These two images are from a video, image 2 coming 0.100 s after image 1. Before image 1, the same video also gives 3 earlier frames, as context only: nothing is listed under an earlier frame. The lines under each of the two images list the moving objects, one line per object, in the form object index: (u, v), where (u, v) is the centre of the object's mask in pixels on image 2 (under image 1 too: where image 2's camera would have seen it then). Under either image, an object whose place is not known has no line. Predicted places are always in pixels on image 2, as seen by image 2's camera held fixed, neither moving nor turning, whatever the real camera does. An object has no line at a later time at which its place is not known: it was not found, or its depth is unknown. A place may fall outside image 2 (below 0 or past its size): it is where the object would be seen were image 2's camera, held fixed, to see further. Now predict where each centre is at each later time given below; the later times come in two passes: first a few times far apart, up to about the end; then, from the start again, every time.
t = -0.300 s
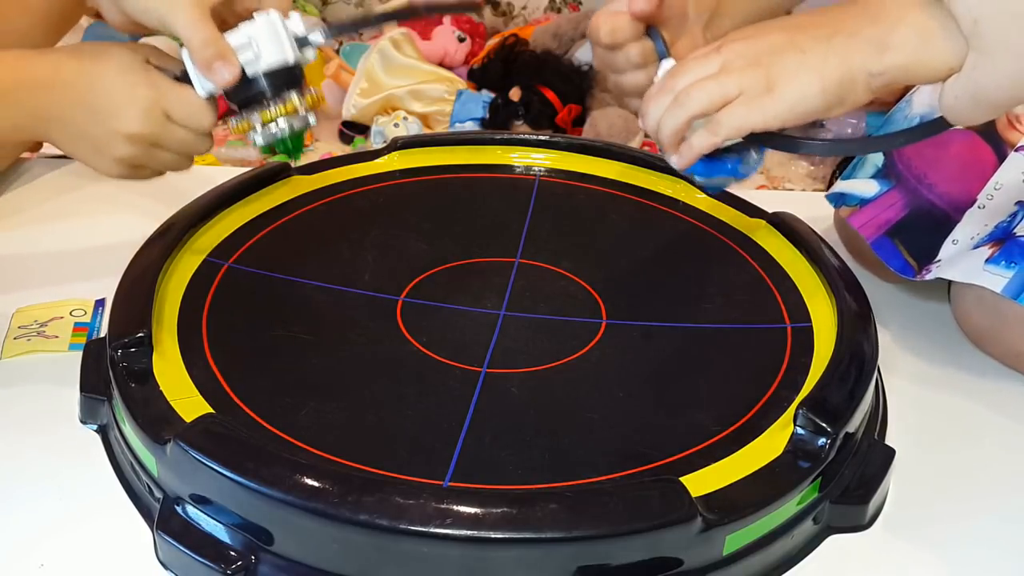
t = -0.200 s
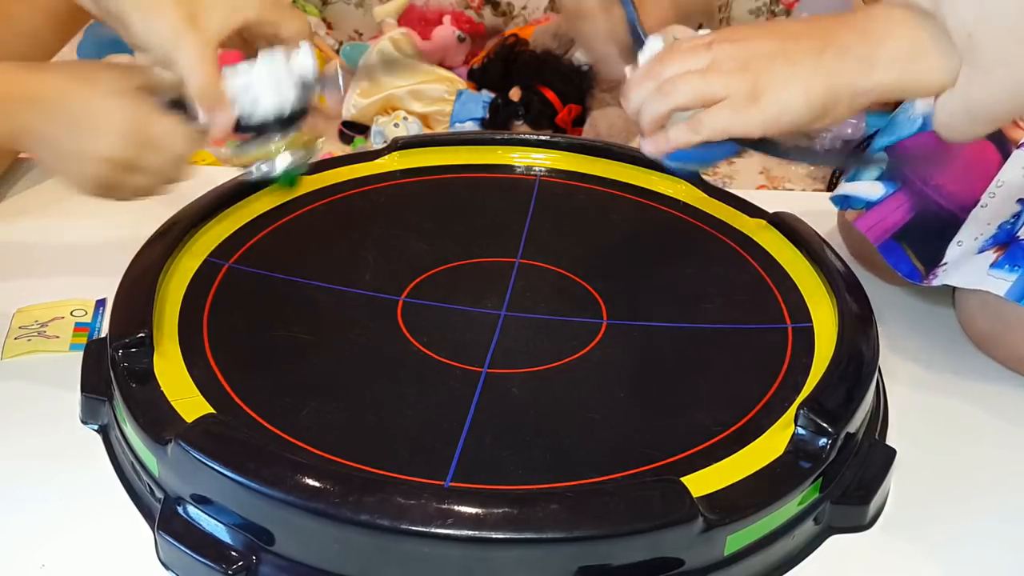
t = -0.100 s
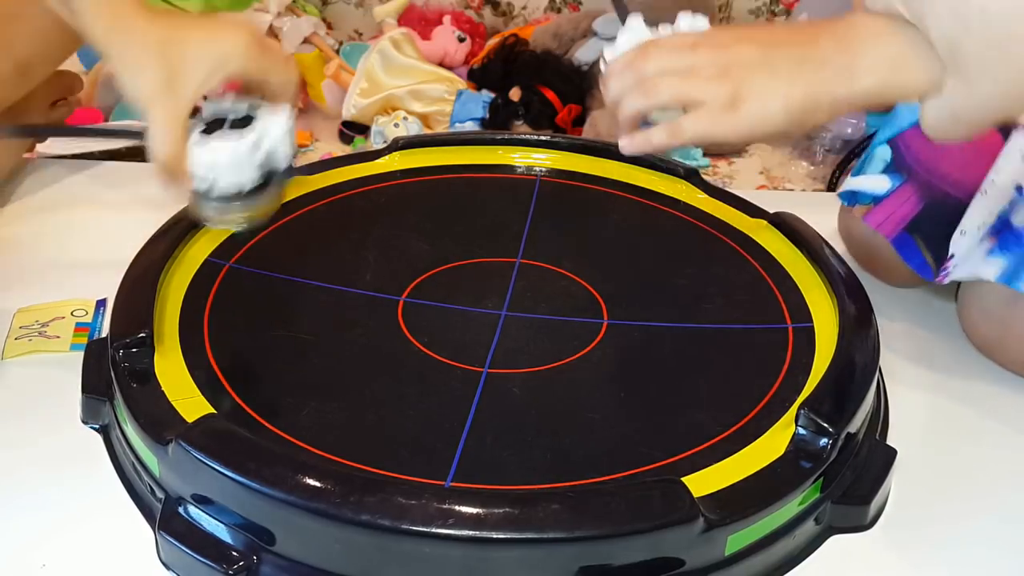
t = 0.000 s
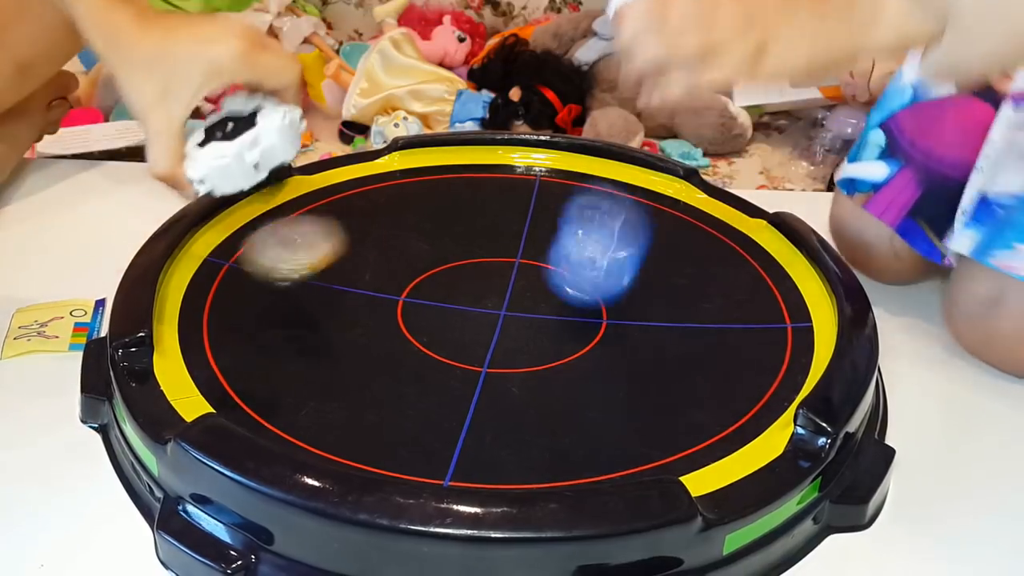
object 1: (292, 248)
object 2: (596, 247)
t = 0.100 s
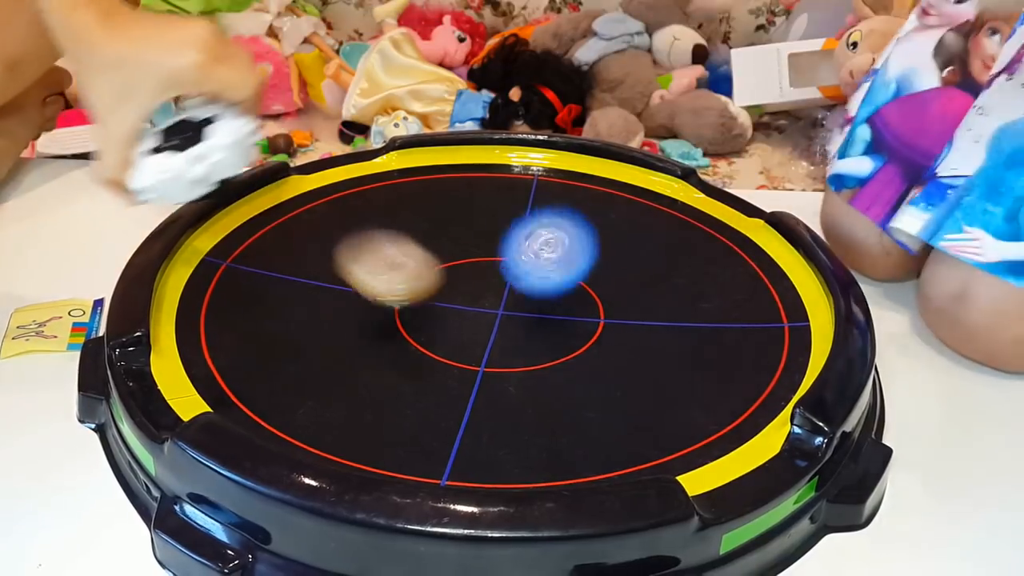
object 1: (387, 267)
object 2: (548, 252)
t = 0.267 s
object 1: (487, 303)
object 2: (538, 249)
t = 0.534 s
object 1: (630, 329)
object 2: (593, 267)
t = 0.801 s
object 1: (750, 358)
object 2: (633, 285)
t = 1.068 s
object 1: (744, 341)
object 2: (585, 293)
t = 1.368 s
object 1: (697, 347)
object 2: (500, 288)
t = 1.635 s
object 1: (576, 336)
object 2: (448, 274)
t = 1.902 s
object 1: (445, 315)
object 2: (424, 252)
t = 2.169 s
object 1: (343, 294)
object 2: (432, 232)
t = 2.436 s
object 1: (274, 273)
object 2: (463, 225)
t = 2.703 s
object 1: (283, 265)
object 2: (502, 232)
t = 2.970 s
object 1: (375, 259)
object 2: (529, 253)
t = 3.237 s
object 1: (473, 242)
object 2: (540, 281)
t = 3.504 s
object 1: (538, 215)
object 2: (520, 306)
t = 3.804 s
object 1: (579, 202)
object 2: (472, 314)
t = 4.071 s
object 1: (585, 217)
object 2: (431, 300)
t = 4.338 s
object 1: (582, 255)
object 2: (424, 277)
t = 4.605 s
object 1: (576, 300)
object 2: (447, 258)
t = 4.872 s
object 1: (571, 335)
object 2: (489, 254)
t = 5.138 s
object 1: (553, 347)
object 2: (528, 265)
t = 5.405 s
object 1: (484, 340)
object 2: (563, 271)
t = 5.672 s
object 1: (386, 352)
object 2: (572, 277)
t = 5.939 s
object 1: (314, 337)
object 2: (552, 286)
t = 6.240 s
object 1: (310, 305)
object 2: (519, 282)
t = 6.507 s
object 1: (368, 270)
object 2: (500, 269)
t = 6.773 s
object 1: (403, 223)
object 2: (552, 272)
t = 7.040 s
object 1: (435, 196)
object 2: (586, 281)
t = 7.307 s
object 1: (505, 200)
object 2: (589, 297)
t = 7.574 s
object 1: (574, 229)
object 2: (560, 306)
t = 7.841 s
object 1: (615, 262)
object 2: (506, 300)
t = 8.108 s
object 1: (614, 297)
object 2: (478, 282)
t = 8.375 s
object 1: (559, 329)
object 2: (494, 263)
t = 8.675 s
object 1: (462, 335)
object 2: (531, 263)
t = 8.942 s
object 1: (390, 312)
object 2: (545, 279)
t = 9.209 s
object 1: (373, 280)
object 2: (524, 296)
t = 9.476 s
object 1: (408, 251)
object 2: (494, 291)
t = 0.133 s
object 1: (418, 270)
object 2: (533, 259)
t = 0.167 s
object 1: (442, 279)
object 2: (526, 243)
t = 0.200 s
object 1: (455, 288)
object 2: (530, 245)
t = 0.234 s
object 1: (469, 297)
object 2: (535, 254)
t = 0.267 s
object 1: (487, 303)
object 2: (538, 249)
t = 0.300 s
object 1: (506, 307)
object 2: (542, 253)
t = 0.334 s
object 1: (525, 311)
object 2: (544, 254)
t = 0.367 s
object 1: (544, 313)
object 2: (549, 256)
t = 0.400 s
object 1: (563, 315)
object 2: (557, 258)
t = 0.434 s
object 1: (580, 319)
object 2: (566, 260)
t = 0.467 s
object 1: (596, 321)
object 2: (576, 263)
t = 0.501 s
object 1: (613, 323)
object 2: (585, 266)
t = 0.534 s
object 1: (630, 329)
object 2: (593, 267)
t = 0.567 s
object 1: (647, 335)
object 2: (599, 267)
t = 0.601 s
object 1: (664, 341)
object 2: (606, 267)
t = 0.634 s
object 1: (679, 345)
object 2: (612, 269)
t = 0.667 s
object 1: (695, 348)
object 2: (617, 271)
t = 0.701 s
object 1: (709, 352)
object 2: (622, 274)
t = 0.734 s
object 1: (723, 354)
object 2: (626, 278)
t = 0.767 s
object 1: (736, 356)
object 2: (630, 281)
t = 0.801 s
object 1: (750, 358)
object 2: (633, 285)
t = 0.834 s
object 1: (763, 358)
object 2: (635, 289)
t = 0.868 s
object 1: (770, 354)
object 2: (637, 293)
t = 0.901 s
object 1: (758, 346)
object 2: (638, 297)
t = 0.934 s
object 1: (745, 337)
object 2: (638, 301)
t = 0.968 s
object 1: (732, 332)
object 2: (637, 305)
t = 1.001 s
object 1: (737, 334)
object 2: (622, 301)
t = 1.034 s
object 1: (742, 338)
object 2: (602, 297)
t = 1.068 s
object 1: (744, 341)
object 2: (585, 293)
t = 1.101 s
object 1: (745, 344)
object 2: (570, 290)
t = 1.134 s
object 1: (745, 346)
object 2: (558, 288)
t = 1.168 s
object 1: (743, 347)
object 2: (547, 288)
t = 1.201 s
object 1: (740, 348)
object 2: (538, 289)
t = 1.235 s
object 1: (735, 349)
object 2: (530, 289)
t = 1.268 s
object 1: (728, 349)
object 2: (522, 289)
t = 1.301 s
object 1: (719, 349)
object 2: (515, 289)
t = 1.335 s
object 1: (708, 348)
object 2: (507, 288)
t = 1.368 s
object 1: (697, 347)
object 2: (500, 288)
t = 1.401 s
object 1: (684, 346)
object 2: (493, 288)
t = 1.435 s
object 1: (670, 345)
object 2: (485, 286)
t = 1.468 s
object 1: (656, 344)
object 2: (478, 285)
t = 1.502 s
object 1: (641, 343)
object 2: (471, 283)
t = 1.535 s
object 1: (625, 341)
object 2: (465, 281)
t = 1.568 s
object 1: (609, 339)
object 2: (459, 278)
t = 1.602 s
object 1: (593, 337)
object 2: (454, 276)
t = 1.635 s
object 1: (576, 336)
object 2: (448, 274)
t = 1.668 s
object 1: (559, 333)
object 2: (443, 271)
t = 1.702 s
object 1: (542, 331)
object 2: (439, 269)
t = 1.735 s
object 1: (524, 329)
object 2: (435, 266)
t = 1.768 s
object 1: (508, 326)
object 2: (431, 263)
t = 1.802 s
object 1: (492, 324)
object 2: (429, 260)
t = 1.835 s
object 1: (476, 321)
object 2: (426, 258)
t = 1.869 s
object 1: (460, 318)
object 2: (425, 255)
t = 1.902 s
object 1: (445, 315)
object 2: (424, 252)
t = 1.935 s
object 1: (430, 312)
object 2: (424, 249)
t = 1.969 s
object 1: (416, 310)
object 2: (423, 246)
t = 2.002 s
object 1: (404, 308)
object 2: (424, 244)
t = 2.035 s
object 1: (391, 305)
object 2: (425, 242)
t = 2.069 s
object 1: (378, 302)
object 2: (425, 239)
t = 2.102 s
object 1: (366, 299)
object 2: (427, 236)
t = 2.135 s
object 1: (354, 297)
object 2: (429, 234)
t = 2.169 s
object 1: (343, 294)
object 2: (432, 232)
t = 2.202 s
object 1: (332, 291)
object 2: (435, 231)
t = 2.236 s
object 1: (321, 288)
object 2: (438, 229)
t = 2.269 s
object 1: (311, 286)
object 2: (442, 228)
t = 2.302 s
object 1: (302, 283)
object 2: (445, 227)
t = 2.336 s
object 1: (294, 280)
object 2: (449, 226)
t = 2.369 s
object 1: (286, 277)
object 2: (454, 226)
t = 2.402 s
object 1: (279, 275)
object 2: (458, 225)
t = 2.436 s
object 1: (274, 273)
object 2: (463, 225)
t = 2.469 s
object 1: (269, 271)
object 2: (468, 225)
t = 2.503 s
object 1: (266, 270)
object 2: (473, 225)
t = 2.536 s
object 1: (264, 268)
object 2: (478, 225)
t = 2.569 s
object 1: (265, 267)
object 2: (484, 227)
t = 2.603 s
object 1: (267, 266)
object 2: (488, 228)
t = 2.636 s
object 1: (270, 265)
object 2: (493, 229)
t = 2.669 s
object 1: (276, 265)
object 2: (498, 231)
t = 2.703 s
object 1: (283, 265)
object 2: (502, 232)
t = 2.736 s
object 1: (291, 264)
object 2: (506, 234)
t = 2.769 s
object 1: (301, 264)
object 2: (511, 236)
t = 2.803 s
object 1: (312, 264)
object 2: (515, 239)
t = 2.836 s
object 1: (324, 263)
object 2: (518, 241)
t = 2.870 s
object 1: (336, 262)
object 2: (522, 244)
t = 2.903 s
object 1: (349, 261)
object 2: (525, 247)
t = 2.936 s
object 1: (361, 260)
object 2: (527, 250)
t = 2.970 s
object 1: (375, 259)
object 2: (529, 253)
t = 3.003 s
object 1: (388, 258)
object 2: (531, 256)
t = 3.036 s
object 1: (401, 257)
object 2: (532, 259)
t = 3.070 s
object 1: (416, 255)
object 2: (533, 262)
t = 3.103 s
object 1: (430, 254)
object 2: (533, 265)
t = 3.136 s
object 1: (444, 252)
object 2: (534, 268)
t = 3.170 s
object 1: (453, 248)
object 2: (538, 273)
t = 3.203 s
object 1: (463, 245)
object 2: (540, 277)
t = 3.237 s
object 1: (473, 242)
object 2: (540, 281)
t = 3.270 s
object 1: (483, 238)
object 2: (539, 284)
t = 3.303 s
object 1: (492, 235)
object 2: (538, 288)
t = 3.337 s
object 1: (502, 231)
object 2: (536, 292)
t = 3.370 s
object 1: (510, 228)
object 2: (533, 295)
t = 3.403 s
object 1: (516, 224)
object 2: (531, 298)
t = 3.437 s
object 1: (524, 221)
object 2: (527, 301)
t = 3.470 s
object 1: (531, 218)
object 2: (524, 303)
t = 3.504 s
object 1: (538, 215)
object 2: (520, 306)
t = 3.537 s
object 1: (545, 212)
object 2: (515, 308)
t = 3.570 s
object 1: (551, 210)
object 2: (510, 310)
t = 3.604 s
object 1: (556, 208)
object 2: (505, 311)
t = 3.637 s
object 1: (561, 207)
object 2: (500, 312)
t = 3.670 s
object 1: (566, 205)
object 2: (495, 313)
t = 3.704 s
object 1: (570, 203)
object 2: (489, 314)
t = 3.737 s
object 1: (574, 203)
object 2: (483, 314)
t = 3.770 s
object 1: (576, 202)
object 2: (478, 314)
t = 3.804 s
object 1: (579, 202)
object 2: (472, 314)
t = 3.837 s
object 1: (581, 202)
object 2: (466, 313)
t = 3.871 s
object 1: (583, 203)
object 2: (460, 312)
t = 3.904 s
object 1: (584, 204)
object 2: (455, 311)
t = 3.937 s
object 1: (584, 205)
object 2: (450, 309)
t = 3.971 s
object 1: (585, 207)
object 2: (445, 307)
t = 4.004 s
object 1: (585, 211)
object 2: (440, 305)
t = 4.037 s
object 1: (585, 213)
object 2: (435, 303)
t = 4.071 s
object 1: (585, 217)
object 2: (431, 300)
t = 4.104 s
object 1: (585, 220)
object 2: (428, 297)
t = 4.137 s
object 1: (585, 224)
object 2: (426, 294)
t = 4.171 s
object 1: (584, 229)
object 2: (424, 291)
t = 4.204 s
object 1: (583, 234)
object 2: (423, 288)
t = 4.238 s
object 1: (582, 239)
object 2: (423, 286)
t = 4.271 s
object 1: (582, 244)
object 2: (423, 283)
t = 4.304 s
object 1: (582, 249)
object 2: (423, 280)
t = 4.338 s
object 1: (582, 255)
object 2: (424, 277)
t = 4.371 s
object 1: (580, 260)
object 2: (426, 274)
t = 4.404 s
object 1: (580, 266)
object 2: (427, 271)
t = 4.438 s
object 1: (579, 272)
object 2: (430, 268)
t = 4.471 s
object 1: (578, 278)
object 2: (432, 266)
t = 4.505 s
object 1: (577, 284)
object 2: (435, 264)
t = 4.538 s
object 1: (577, 289)
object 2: (439, 261)
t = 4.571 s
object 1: (577, 295)
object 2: (442, 260)
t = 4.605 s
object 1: (576, 300)
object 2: (447, 258)
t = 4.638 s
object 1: (576, 305)
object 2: (452, 257)
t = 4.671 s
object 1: (576, 310)
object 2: (457, 256)
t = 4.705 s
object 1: (576, 314)
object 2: (462, 255)
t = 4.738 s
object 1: (576, 319)
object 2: (467, 254)
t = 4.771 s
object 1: (574, 323)
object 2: (472, 254)
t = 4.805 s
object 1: (573, 327)
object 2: (478, 254)
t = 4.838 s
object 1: (573, 332)
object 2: (483, 254)
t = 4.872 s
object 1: (571, 335)
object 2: (489, 254)
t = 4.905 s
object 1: (570, 339)
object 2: (494, 255)
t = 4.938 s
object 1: (568, 342)
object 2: (500, 256)
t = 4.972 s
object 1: (566, 344)
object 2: (505, 257)
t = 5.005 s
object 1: (564, 346)
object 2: (510, 258)
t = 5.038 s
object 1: (562, 348)
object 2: (515, 260)
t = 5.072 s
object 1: (559, 348)
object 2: (520, 261)
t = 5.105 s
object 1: (557, 348)
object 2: (524, 263)
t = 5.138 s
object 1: (553, 347)
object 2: (528, 265)
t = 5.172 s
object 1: (550, 345)
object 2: (532, 267)
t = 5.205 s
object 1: (545, 343)
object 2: (536, 269)
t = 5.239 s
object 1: (540, 340)
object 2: (539, 272)
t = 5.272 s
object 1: (534, 338)
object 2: (541, 274)
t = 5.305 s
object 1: (528, 335)
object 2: (544, 275)
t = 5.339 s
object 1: (520, 332)
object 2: (546, 277)
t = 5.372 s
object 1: (501, 335)
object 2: (554, 276)
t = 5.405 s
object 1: (484, 340)
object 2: (563, 271)
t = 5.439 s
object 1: (469, 343)
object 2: (569, 269)
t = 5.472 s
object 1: (456, 346)
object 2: (573, 268)
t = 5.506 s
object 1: (442, 348)
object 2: (574, 269)
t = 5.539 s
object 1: (429, 350)
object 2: (575, 271)
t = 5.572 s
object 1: (418, 351)
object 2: (575, 272)
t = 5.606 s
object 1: (407, 351)
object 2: (574, 274)
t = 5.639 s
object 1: (397, 352)
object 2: (574, 275)
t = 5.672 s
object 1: (386, 352)
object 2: (572, 277)
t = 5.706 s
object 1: (376, 351)
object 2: (572, 278)
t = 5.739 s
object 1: (365, 350)
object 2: (570, 279)
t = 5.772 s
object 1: (355, 348)
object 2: (567, 282)
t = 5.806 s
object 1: (346, 346)
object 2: (564, 283)
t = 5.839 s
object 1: (337, 345)
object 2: (562, 284)
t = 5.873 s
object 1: (328, 342)
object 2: (559, 285)
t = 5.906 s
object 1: (321, 340)
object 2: (556, 286)
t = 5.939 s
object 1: (314, 337)
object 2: (552, 286)
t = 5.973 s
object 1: (309, 333)
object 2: (548, 287)
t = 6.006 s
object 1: (304, 330)
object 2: (545, 287)
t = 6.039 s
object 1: (301, 327)
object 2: (541, 287)
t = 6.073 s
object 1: (300, 324)
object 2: (538, 287)
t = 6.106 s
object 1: (299, 320)
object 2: (534, 286)
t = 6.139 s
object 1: (300, 316)
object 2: (530, 285)
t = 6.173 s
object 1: (302, 313)
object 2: (526, 284)
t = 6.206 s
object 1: (306, 309)
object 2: (523, 283)
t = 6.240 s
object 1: (310, 305)
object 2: (519, 282)
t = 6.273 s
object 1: (315, 301)
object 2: (516, 280)
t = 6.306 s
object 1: (320, 296)
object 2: (513, 278)
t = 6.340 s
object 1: (327, 292)
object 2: (510, 277)
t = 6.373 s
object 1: (334, 288)
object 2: (508, 275)
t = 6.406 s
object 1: (342, 283)
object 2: (505, 273)
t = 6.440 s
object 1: (350, 279)
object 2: (502, 272)
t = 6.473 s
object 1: (359, 275)
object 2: (501, 270)
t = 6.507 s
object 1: (368, 270)
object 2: (500, 269)
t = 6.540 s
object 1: (378, 266)
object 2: (500, 267)
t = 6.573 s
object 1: (388, 262)
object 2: (499, 265)
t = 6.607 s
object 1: (397, 259)
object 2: (499, 263)
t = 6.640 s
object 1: (405, 254)
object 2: (499, 261)
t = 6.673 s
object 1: (410, 249)
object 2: (503, 260)
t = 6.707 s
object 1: (406, 239)
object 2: (522, 265)
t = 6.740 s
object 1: (403, 230)
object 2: (539, 269)
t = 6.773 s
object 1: (403, 223)
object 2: (552, 272)
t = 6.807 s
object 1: (405, 217)
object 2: (560, 274)
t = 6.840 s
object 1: (408, 212)
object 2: (564, 274)
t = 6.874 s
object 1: (410, 208)
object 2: (568, 275)
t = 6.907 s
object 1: (414, 205)
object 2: (572, 276)
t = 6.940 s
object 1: (418, 202)
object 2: (576, 277)
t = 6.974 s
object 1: (423, 199)
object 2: (580, 278)
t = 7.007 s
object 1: (429, 198)
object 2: (583, 279)
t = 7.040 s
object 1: (435, 196)
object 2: (586, 281)
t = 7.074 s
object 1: (442, 195)
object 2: (589, 283)
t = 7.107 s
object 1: (450, 194)
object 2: (590, 285)
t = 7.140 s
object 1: (458, 194)
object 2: (591, 287)
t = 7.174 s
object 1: (467, 194)
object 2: (591, 288)
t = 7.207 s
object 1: (476, 195)
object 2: (591, 290)
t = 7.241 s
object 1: (486, 196)
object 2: (591, 293)
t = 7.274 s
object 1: (496, 198)
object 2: (590, 295)
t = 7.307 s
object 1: (505, 200)
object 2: (589, 297)
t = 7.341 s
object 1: (514, 203)
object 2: (587, 300)
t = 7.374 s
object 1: (524, 205)
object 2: (584, 301)
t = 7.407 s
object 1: (533, 208)
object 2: (580, 303)
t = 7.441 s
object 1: (542, 212)
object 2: (577, 304)
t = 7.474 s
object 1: (551, 216)
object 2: (573, 305)
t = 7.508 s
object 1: (559, 220)
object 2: (569, 306)
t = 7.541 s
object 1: (567, 224)
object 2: (564, 306)
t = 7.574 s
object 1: (574, 229)
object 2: (560, 306)
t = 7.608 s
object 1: (580, 234)
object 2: (556, 305)
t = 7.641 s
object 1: (584, 239)
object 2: (551, 304)
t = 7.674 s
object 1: (588, 245)
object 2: (547, 303)
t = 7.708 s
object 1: (591, 250)
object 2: (543, 301)
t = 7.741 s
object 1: (594, 255)
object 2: (539, 300)
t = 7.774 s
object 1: (597, 260)
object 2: (534, 298)
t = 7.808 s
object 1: (606, 261)
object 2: (521, 299)
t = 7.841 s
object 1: (615, 262)
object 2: (506, 300)
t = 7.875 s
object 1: (620, 264)
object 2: (496, 300)
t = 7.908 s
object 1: (622, 268)
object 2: (490, 298)
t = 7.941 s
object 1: (624, 273)
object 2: (487, 296)
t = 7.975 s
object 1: (623, 278)
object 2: (485, 295)
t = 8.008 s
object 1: (622, 282)
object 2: (482, 292)
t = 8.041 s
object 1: (620, 287)
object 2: (480, 288)
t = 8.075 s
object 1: (618, 292)
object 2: (479, 285)
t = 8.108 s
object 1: (614, 297)
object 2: (478, 282)
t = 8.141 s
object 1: (610, 302)
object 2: (479, 279)
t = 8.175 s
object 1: (605, 307)
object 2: (479, 276)
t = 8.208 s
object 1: (599, 311)
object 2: (480, 273)
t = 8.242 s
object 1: (592, 316)
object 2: (482, 271)
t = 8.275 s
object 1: (585, 319)
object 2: (485, 269)
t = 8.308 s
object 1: (577, 324)
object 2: (487, 267)
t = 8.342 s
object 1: (568, 327)
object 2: (491, 265)
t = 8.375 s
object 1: (559, 329)
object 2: (494, 263)
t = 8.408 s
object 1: (549, 332)
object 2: (498, 262)
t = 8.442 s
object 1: (539, 334)
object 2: (502, 261)
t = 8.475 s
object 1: (528, 335)
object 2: (506, 261)
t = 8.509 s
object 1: (517, 336)
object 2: (510, 260)
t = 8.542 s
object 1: (505, 337)
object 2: (515, 260)
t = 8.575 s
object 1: (494, 337)
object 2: (519, 260)
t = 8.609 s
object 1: (483, 337)
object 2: (523, 261)
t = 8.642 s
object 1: (472, 336)
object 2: (527, 262)
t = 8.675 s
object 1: (462, 335)
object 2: (531, 263)
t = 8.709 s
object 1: (451, 333)
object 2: (534, 264)
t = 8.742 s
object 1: (441, 331)
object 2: (537, 266)
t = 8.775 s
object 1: (431, 329)
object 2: (540, 267)
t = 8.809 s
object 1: (421, 326)
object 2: (542, 269)
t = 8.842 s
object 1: (412, 322)
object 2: (544, 271)
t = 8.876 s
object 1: (405, 319)
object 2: (545, 274)
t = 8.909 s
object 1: (397, 316)
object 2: (545, 276)
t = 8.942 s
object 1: (390, 312)
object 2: (545, 279)
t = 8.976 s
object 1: (384, 308)
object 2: (544, 282)
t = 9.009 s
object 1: (380, 304)
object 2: (543, 285)
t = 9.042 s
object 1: (377, 300)
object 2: (541, 288)
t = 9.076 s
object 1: (374, 296)
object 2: (539, 290)
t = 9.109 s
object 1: (372, 292)
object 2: (536, 292)
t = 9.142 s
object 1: (372, 288)
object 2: (533, 293)
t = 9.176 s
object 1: (372, 284)
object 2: (529, 295)
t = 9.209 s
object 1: (373, 280)
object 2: (524, 296)
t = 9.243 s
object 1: (375, 276)
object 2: (521, 296)
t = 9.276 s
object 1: (379, 273)
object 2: (516, 296)
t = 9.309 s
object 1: (382, 269)
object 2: (512, 296)
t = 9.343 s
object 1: (387, 265)
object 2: (508, 296)
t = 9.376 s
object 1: (392, 262)
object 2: (503, 294)
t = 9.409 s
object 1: (398, 258)
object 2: (500, 293)
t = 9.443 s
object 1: (403, 255)
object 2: (497, 292)
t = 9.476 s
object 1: (408, 251)
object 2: (494, 291)
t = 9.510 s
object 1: (414, 248)
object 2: (491, 288)
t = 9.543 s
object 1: (419, 247)
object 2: (489, 286)
